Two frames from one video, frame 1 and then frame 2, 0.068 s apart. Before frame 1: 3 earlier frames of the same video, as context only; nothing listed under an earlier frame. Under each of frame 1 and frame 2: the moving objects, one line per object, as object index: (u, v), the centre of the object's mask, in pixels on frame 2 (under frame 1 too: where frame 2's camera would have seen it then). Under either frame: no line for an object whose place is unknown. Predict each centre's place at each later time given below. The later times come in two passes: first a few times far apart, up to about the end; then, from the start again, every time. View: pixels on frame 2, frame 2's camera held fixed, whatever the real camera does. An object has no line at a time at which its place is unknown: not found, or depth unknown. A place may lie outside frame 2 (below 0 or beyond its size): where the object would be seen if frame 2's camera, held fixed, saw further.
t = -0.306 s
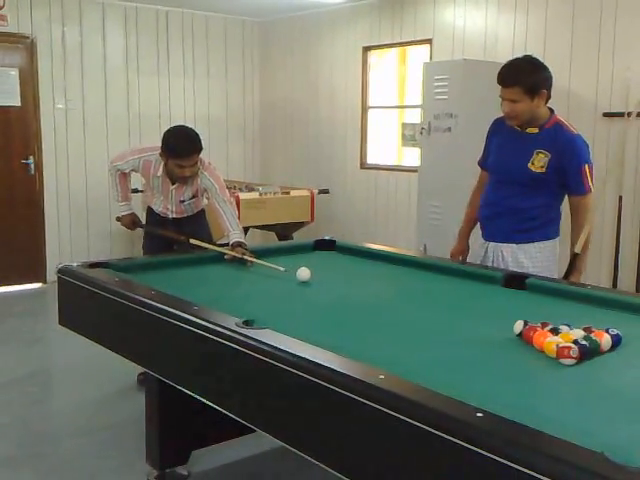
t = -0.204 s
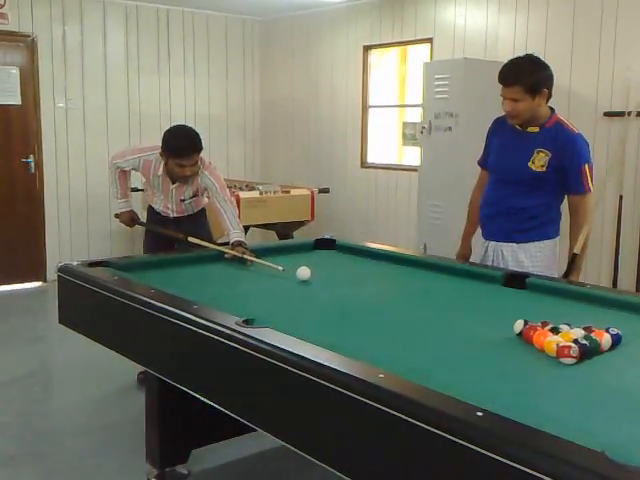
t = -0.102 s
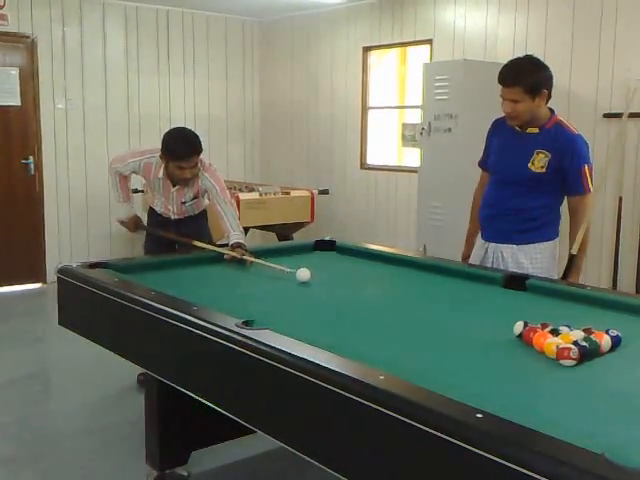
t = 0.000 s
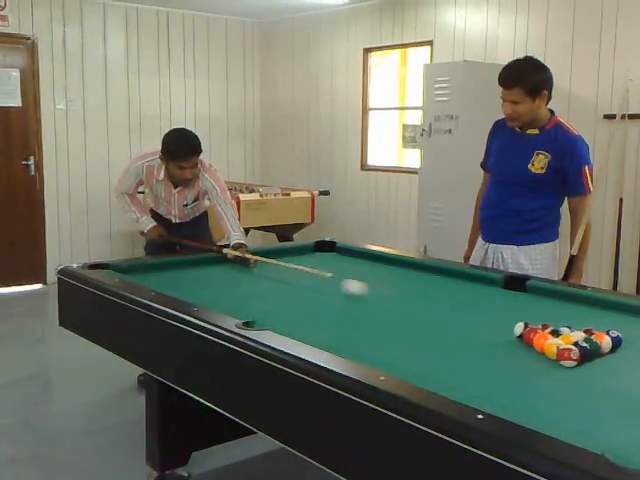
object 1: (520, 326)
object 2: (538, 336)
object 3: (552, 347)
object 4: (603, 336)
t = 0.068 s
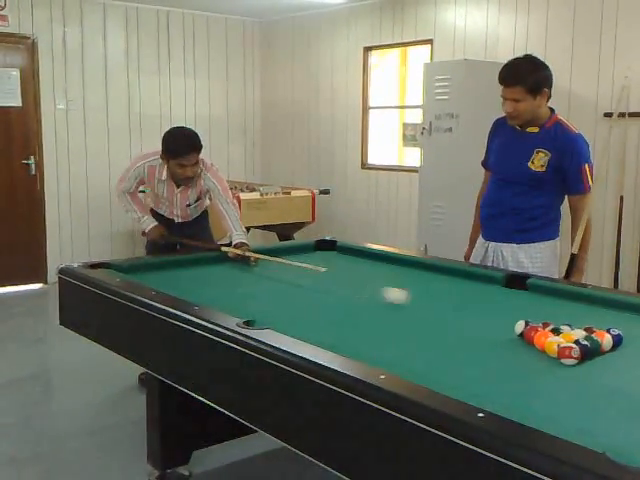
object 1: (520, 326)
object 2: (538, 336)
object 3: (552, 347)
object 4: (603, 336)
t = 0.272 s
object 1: (516, 328)
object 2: (538, 335)
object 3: (550, 349)
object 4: (607, 337)
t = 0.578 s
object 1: (474, 329)
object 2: (539, 343)
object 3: (500, 351)
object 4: (636, 345)
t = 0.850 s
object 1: (438, 331)
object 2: (535, 345)
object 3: (457, 354)
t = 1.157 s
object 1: (399, 331)
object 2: (533, 346)
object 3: (411, 359)
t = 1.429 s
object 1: (366, 331)
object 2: (532, 346)
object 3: (384, 356)
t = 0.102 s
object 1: (520, 326)
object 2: (538, 336)
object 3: (552, 347)
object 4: (603, 336)
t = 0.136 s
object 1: (520, 326)
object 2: (539, 336)
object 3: (552, 347)
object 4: (603, 336)
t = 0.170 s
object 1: (520, 326)
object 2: (538, 336)
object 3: (553, 347)
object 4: (604, 339)
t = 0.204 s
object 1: (520, 326)
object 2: (538, 336)
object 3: (552, 347)
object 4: (604, 339)
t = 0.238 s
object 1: (522, 326)
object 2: (538, 336)
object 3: (552, 347)
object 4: (604, 339)
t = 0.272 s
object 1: (516, 328)
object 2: (538, 335)
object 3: (550, 349)
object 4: (607, 337)
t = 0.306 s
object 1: (512, 330)
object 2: (538, 335)
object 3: (544, 348)
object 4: (612, 340)
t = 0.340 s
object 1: (509, 330)
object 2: (540, 334)
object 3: (539, 348)
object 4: (616, 341)
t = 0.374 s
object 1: (504, 330)
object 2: (545, 339)
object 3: (533, 348)
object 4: (620, 339)
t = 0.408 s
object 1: (499, 330)
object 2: (544, 341)
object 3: (528, 349)
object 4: (624, 339)
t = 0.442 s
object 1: (494, 329)
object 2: (542, 342)
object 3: (522, 349)
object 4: (627, 341)
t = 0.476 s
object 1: (489, 330)
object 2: (540, 342)
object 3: (517, 350)
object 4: (629, 342)
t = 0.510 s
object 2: (540, 343)
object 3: (511, 351)
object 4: (631, 342)
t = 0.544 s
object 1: (479, 329)
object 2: (539, 343)
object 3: (506, 351)
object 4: (634, 344)
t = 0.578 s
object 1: (474, 329)
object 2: (539, 343)
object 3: (500, 351)
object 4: (636, 345)
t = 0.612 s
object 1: (469, 330)
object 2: (538, 344)
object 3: (495, 351)
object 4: (638, 345)
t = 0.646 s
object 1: (464, 330)
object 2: (538, 344)
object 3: (489, 352)
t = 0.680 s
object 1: (460, 331)
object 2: (537, 344)
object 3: (484, 352)
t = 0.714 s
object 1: (456, 331)
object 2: (537, 344)
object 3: (479, 353)
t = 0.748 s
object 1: (451, 330)
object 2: (536, 344)
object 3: (473, 353)
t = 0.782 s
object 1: (446, 330)
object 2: (536, 344)
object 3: (468, 354)
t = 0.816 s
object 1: (442, 330)
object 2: (536, 345)
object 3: (463, 354)
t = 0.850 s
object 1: (438, 331)
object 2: (535, 345)
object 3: (457, 354)
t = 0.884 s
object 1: (433, 330)
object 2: (535, 345)
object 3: (452, 355)
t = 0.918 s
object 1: (429, 329)
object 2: (535, 345)
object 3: (447, 355)
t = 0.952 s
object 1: (424, 329)
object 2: (535, 345)
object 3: (442, 356)
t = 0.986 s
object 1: (419, 330)
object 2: (534, 345)
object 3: (436, 356)
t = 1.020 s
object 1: (414, 331)
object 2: (534, 345)
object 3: (431, 357)
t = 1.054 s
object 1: (410, 331)
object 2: (534, 345)
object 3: (426, 357)
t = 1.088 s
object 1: (407, 331)
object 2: (534, 346)
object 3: (421, 358)
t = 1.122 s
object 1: (402, 331)
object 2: (533, 346)
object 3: (416, 358)
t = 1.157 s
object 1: (399, 331)
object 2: (533, 346)
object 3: (411, 359)
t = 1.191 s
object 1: (395, 331)
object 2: (533, 346)
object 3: (406, 359)
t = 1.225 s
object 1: (390, 331)
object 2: (533, 346)
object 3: (402, 358)
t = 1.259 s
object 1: (387, 331)
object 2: (533, 346)
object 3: (396, 358)
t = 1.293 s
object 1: (383, 332)
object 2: (532, 346)
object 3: (391, 358)
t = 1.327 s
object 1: (379, 332)
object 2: (532, 346)
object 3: (387, 357)
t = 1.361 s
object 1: (375, 332)
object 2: (532, 346)
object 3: (382, 357)
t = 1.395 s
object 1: (371, 332)
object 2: (532, 346)
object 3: (383, 356)
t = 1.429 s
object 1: (366, 331)
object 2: (532, 346)
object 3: (384, 356)
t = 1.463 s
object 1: (362, 331)
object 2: (532, 346)
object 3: (386, 356)
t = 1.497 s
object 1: (358, 332)
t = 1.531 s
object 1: (353, 333)
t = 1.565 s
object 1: (349, 333)
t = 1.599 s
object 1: (347, 333)
